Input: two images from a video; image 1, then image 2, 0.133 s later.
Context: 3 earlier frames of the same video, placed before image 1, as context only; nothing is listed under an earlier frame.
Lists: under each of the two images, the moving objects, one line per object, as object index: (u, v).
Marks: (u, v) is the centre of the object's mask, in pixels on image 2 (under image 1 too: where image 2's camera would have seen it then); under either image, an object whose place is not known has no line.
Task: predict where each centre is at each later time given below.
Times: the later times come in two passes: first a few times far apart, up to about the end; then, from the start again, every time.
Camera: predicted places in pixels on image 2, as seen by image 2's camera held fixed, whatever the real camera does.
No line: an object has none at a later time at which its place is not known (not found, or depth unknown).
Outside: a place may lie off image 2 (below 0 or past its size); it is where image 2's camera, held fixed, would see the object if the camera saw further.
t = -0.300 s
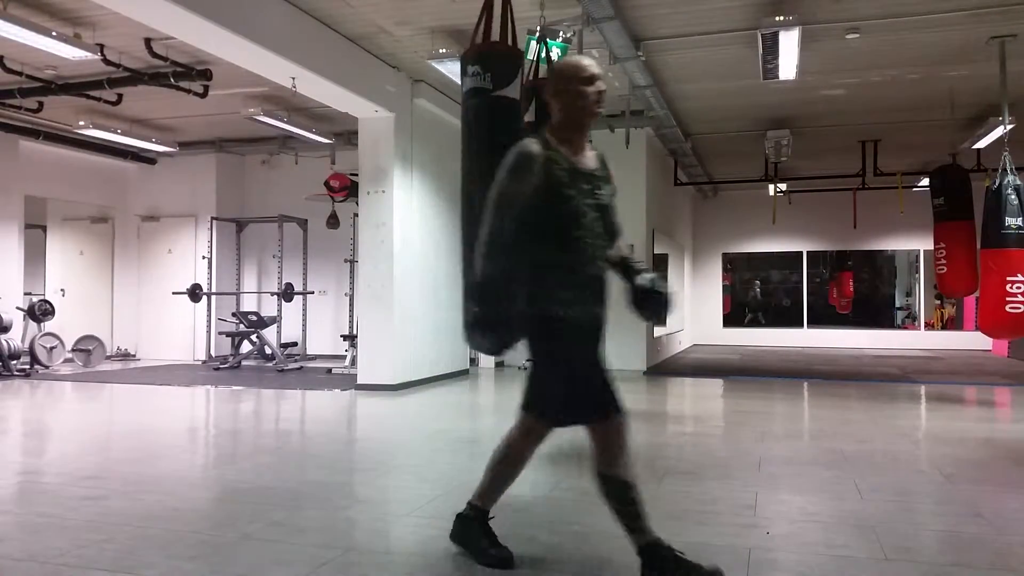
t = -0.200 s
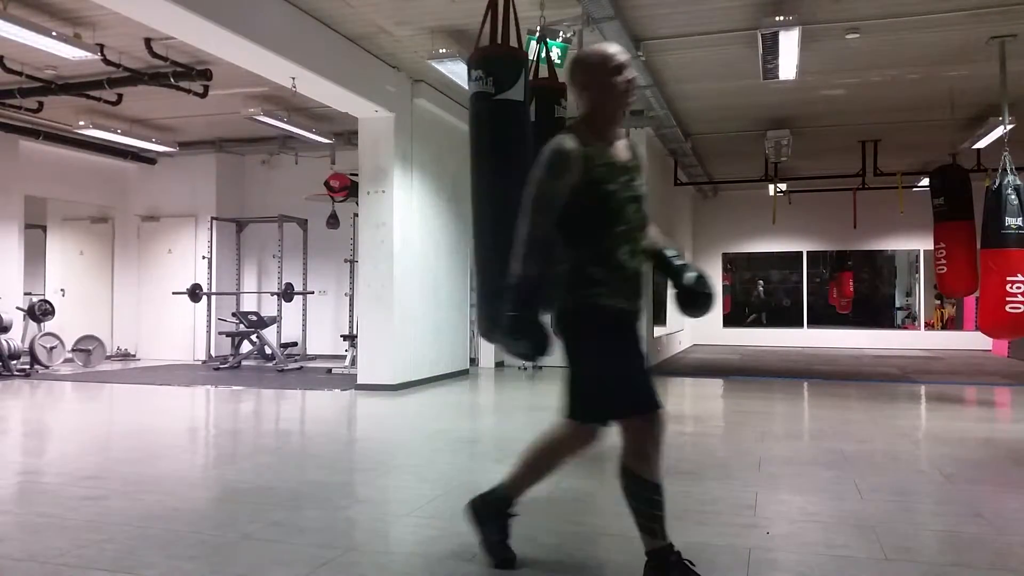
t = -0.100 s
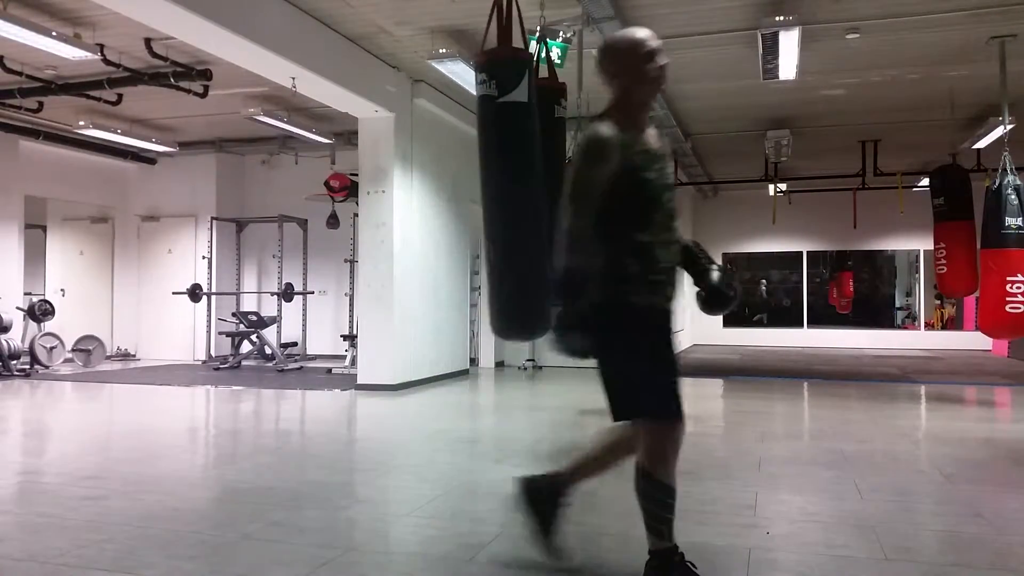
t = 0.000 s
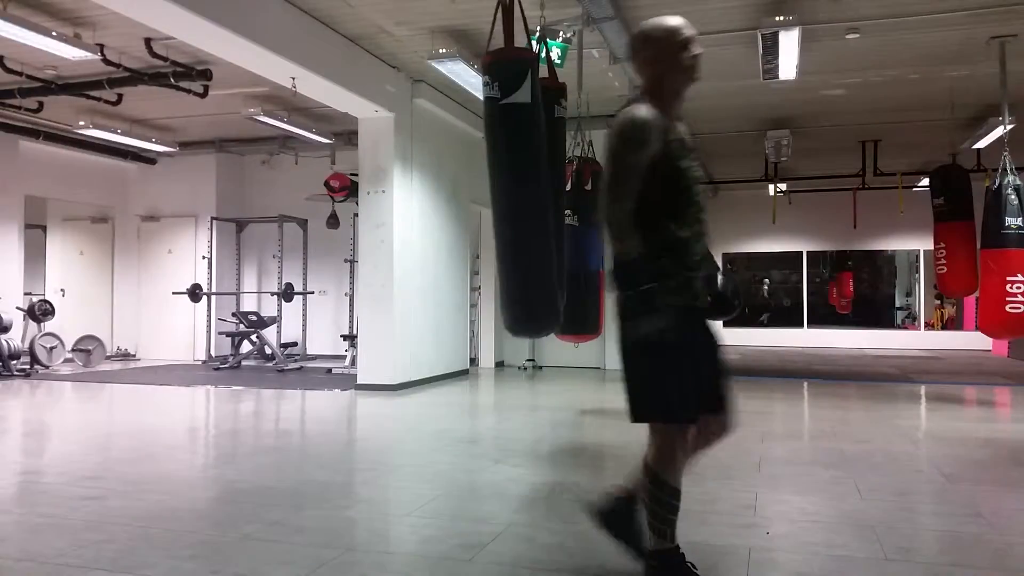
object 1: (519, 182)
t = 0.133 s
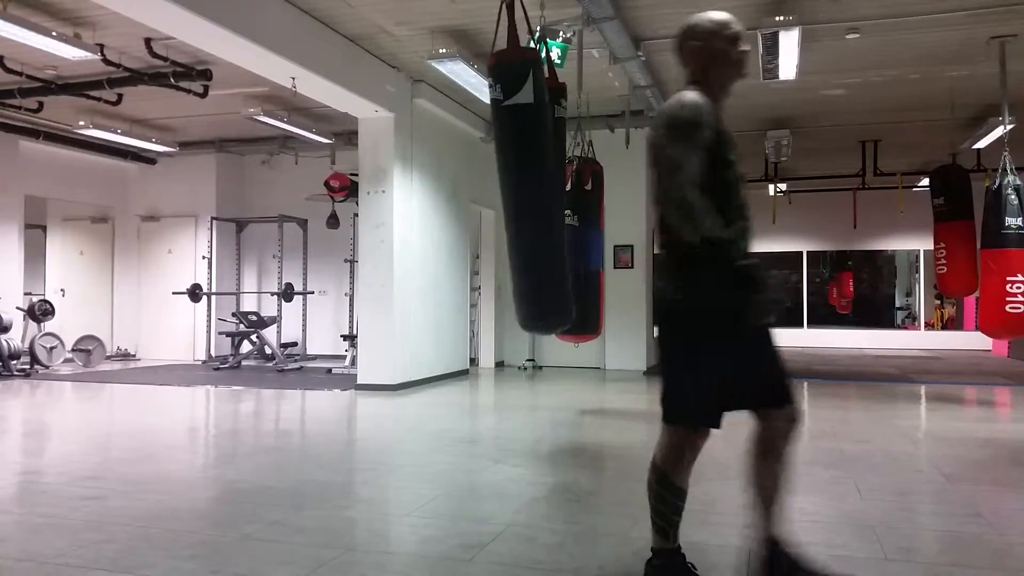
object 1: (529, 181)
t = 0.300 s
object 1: (538, 179)
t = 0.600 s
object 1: (542, 181)
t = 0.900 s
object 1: (530, 189)
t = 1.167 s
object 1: (504, 188)
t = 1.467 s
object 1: (474, 182)
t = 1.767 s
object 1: (460, 181)
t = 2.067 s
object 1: (470, 186)
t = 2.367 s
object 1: (495, 188)
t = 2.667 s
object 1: (523, 186)
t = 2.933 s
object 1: (540, 184)
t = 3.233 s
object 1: (544, 186)
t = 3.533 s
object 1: (531, 189)
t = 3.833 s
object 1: (503, 187)
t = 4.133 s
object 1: (472, 182)
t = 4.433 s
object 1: (458, 182)
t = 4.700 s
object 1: (466, 185)
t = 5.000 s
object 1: (491, 189)
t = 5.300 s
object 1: (521, 186)
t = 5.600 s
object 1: (541, 181)
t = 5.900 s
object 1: (544, 184)
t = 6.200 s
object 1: (530, 189)
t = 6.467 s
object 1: (504, 190)
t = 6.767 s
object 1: (472, 184)
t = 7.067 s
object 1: (456, 182)
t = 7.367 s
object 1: (464, 185)
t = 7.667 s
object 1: (491, 187)
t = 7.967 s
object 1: (522, 186)
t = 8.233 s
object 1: (540, 181)
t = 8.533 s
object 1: (545, 182)
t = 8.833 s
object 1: (532, 186)
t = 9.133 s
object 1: (503, 188)
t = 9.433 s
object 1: (471, 183)
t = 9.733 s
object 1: (455, 181)
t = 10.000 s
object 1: (463, 184)
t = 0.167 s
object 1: (531, 181)
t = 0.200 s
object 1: (533, 180)
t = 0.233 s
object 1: (535, 180)
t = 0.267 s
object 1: (537, 180)
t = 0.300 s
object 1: (538, 179)
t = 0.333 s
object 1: (539, 180)
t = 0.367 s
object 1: (540, 179)
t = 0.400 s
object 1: (541, 177)
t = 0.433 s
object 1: (541, 178)
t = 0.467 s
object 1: (542, 179)
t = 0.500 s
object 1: (542, 178)
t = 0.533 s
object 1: (542, 179)
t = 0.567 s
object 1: (542, 180)
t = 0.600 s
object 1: (542, 181)
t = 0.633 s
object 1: (541, 181)
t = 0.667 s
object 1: (540, 182)
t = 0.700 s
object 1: (540, 185)
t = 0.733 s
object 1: (538, 186)
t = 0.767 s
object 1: (537, 188)
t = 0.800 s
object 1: (535, 188)
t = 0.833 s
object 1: (533, 189)
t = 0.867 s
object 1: (532, 189)
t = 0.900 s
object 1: (530, 189)
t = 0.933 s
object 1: (527, 189)
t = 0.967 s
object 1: (525, 191)
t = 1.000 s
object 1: (521, 190)
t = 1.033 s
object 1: (518, 190)
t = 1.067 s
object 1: (515, 189)
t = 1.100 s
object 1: (511, 189)
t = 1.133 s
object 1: (508, 189)
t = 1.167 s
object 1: (504, 188)
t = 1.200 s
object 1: (500, 187)
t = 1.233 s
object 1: (497, 186)
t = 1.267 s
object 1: (494, 186)
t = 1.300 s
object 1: (490, 185)
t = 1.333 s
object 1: (487, 184)
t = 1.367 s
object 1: (483, 183)
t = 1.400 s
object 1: (480, 183)
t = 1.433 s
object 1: (477, 182)
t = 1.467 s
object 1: (474, 182)
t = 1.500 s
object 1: (471, 181)
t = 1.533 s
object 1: (469, 181)
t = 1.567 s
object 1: (467, 180)
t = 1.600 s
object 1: (465, 180)
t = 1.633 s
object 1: (464, 180)
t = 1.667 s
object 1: (462, 180)
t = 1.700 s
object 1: (461, 180)
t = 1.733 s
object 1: (460, 181)
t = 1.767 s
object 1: (460, 181)
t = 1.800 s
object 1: (460, 181)
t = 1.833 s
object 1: (460, 182)
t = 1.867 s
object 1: (461, 182)
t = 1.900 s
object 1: (461, 183)
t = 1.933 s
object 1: (463, 183)
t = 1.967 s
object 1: (464, 184)
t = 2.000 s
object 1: (466, 185)
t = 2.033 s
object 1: (467, 186)
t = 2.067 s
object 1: (470, 186)
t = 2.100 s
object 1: (472, 186)
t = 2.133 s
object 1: (474, 187)
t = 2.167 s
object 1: (477, 187)
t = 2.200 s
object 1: (480, 188)
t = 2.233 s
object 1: (482, 188)
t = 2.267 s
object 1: (485, 188)
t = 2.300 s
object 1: (488, 189)
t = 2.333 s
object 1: (492, 188)
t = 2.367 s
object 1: (495, 188)
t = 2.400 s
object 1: (499, 187)
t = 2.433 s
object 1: (502, 188)
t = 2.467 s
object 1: (505, 188)
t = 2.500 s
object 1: (508, 187)
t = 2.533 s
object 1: (511, 188)
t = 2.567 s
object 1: (514, 187)
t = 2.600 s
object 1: (517, 187)
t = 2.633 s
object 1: (520, 187)
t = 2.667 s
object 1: (523, 186)
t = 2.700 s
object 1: (526, 186)
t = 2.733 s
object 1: (528, 185)
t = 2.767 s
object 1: (531, 184)
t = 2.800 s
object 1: (533, 184)
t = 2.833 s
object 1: (535, 186)
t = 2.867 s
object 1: (537, 185)
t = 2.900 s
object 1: (539, 183)
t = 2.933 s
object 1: (540, 184)
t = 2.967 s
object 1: (541, 184)
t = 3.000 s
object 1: (542, 184)
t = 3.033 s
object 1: (543, 184)
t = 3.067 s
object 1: (544, 184)
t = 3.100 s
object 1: (544, 184)
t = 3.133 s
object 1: (545, 185)
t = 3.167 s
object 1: (545, 185)
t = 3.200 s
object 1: (545, 186)
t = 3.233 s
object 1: (544, 186)
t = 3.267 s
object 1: (544, 187)
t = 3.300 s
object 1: (543, 187)
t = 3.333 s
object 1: (542, 186)
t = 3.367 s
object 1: (541, 186)
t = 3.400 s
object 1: (539, 187)
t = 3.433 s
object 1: (538, 188)
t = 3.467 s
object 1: (536, 188)
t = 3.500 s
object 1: (533, 188)
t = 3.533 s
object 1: (531, 189)
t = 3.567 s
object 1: (528, 189)
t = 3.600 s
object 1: (526, 187)
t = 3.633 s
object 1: (524, 188)
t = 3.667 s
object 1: (520, 188)
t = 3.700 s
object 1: (517, 187)
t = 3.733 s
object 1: (514, 189)
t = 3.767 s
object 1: (510, 187)
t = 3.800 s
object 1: (507, 187)
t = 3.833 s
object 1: (503, 187)
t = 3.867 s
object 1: (499, 187)
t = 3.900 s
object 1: (496, 187)
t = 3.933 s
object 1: (492, 186)
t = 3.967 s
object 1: (488, 185)
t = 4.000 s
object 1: (485, 185)
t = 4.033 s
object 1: (481, 184)
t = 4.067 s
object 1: (478, 183)
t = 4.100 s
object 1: (475, 183)
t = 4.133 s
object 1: (472, 182)
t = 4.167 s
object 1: (470, 181)
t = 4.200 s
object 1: (467, 181)
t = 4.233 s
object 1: (465, 181)
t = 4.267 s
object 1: (463, 181)
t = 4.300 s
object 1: (461, 181)
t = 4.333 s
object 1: (460, 181)
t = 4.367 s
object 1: (459, 181)
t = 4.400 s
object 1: (458, 181)
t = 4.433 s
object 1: (458, 182)
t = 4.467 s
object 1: (458, 182)
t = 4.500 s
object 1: (458, 182)
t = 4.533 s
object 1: (459, 183)
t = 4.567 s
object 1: (460, 183)
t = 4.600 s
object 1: (461, 184)
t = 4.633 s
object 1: (462, 184)
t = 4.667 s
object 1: (464, 185)
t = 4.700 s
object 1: (466, 185)
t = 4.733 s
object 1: (468, 186)
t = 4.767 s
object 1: (471, 187)
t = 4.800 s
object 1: (473, 188)
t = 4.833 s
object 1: (476, 188)
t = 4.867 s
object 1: (479, 189)
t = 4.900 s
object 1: (482, 188)
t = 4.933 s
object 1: (485, 188)
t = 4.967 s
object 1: (488, 188)
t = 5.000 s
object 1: (491, 189)
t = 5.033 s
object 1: (495, 187)
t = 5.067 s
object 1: (498, 189)
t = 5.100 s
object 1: (502, 188)
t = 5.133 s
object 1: (505, 188)
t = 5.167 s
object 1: (508, 188)
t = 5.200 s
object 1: (511, 187)
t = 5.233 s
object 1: (514, 187)
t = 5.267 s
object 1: (517, 186)
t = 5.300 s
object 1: (521, 186)
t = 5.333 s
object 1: (523, 185)
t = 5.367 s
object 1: (526, 184)
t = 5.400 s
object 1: (529, 183)
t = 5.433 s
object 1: (530, 182)
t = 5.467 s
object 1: (532, 182)
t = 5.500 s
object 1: (535, 181)
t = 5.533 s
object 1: (536, 180)
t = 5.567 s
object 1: (538, 181)
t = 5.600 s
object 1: (541, 181)
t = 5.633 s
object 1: (541, 182)
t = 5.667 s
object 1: (542, 182)
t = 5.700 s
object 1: (544, 182)
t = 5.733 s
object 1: (544, 181)
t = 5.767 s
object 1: (544, 181)
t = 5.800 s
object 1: (544, 181)
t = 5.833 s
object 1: (544, 182)
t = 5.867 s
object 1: (544, 183)
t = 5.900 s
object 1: (544, 184)
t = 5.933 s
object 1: (543, 184)
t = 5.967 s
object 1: (543, 185)
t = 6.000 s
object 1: (542, 186)
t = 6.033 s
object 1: (540, 186)
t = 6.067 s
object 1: (538, 186)
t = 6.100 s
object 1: (537, 187)
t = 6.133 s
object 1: (535, 188)
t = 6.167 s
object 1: (532, 189)
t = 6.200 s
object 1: (530, 189)
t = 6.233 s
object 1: (528, 190)
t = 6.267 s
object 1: (525, 190)
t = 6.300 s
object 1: (522, 189)
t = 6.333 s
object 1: (518, 189)
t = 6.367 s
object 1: (515, 189)
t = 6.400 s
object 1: (511, 190)
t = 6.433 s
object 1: (508, 190)
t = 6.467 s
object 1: (504, 190)
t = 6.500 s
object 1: (500, 189)
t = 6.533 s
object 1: (497, 187)
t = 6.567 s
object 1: (493, 186)
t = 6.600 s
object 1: (489, 188)
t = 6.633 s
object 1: (485, 187)
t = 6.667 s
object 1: (482, 186)
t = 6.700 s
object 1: (479, 185)
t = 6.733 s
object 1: (475, 185)
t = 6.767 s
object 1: (472, 184)
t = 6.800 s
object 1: (469, 183)
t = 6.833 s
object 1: (467, 183)
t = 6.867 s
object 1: (464, 183)
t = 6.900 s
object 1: (462, 182)
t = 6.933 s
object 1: (460, 181)
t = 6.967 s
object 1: (458, 182)
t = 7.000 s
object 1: (457, 182)
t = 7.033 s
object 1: (456, 182)
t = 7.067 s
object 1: (456, 182)
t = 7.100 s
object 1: (455, 182)
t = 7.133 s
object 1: (455, 183)
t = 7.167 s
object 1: (456, 183)
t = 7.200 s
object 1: (456, 184)
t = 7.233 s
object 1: (457, 184)
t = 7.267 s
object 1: (459, 185)
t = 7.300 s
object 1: (461, 185)
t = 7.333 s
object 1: (462, 185)
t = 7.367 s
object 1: (464, 185)
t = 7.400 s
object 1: (467, 186)
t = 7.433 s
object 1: (469, 188)
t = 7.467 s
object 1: (472, 186)
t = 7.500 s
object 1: (475, 189)
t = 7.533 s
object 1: (478, 190)
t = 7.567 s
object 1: (481, 190)
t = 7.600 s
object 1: (484, 190)
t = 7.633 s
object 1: (488, 188)
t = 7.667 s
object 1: (491, 187)
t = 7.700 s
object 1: (495, 190)
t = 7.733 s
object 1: (499, 190)
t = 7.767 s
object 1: (502, 190)
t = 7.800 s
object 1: (506, 186)
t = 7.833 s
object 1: (509, 187)
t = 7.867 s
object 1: (512, 186)
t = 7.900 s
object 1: (515, 185)
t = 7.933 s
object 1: (519, 186)
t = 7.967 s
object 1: (522, 186)
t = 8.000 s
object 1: (525, 184)
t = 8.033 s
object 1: (527, 183)
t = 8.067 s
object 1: (529, 182)
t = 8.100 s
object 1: (532, 182)
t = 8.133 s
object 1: (534, 182)
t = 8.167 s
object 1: (536, 182)
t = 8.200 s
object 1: (538, 181)
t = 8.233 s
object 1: (540, 181)
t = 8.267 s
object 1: (542, 182)
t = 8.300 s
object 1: (543, 181)
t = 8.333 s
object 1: (543, 181)
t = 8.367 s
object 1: (544, 181)
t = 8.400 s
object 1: (545, 181)
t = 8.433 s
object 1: (545, 181)
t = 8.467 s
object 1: (546, 181)
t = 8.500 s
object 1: (545, 181)
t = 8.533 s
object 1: (545, 182)
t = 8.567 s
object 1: (545, 182)
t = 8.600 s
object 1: (544, 184)
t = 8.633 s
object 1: (544, 185)
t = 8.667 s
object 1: (542, 185)
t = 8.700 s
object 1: (541, 185)
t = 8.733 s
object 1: (538, 185)
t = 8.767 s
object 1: (536, 185)
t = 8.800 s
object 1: (534, 185)
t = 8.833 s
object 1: (532, 186)
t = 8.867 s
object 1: (530, 186)
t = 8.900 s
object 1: (527, 187)
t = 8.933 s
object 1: (524, 188)
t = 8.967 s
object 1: (522, 190)
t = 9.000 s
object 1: (518, 190)
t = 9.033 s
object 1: (514, 190)
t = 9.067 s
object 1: (511, 189)
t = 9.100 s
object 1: (507, 188)
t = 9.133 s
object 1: (503, 188)
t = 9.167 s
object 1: (500, 188)
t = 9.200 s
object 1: (496, 187)
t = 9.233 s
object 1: (492, 187)
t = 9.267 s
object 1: (488, 186)
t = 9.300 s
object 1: (485, 185)
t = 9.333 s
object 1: (481, 185)
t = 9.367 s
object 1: (477, 184)
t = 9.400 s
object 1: (474, 183)
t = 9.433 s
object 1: (471, 183)
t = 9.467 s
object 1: (468, 182)
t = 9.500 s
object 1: (465, 182)
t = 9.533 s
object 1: (463, 181)
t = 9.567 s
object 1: (461, 181)
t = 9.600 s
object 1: (459, 181)
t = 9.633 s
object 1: (458, 181)
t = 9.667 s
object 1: (456, 181)
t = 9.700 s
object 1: (455, 181)
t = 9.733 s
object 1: (455, 181)
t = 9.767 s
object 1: (455, 181)
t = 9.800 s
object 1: (455, 181)
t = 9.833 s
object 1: (455, 182)
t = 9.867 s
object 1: (456, 182)
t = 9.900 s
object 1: (457, 182)
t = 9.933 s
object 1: (459, 183)
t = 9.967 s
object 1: (460, 183)
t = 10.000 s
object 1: (463, 184)
